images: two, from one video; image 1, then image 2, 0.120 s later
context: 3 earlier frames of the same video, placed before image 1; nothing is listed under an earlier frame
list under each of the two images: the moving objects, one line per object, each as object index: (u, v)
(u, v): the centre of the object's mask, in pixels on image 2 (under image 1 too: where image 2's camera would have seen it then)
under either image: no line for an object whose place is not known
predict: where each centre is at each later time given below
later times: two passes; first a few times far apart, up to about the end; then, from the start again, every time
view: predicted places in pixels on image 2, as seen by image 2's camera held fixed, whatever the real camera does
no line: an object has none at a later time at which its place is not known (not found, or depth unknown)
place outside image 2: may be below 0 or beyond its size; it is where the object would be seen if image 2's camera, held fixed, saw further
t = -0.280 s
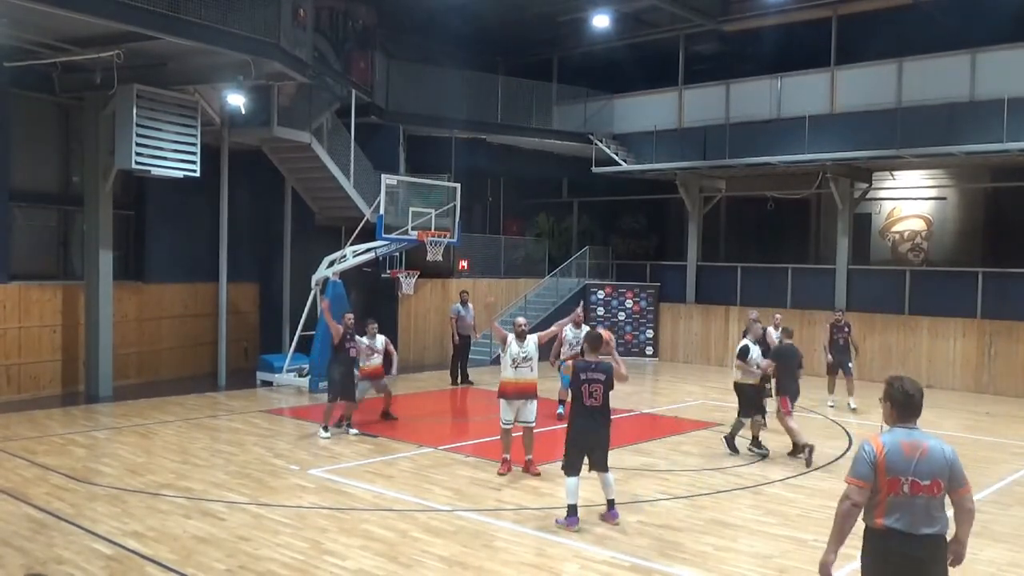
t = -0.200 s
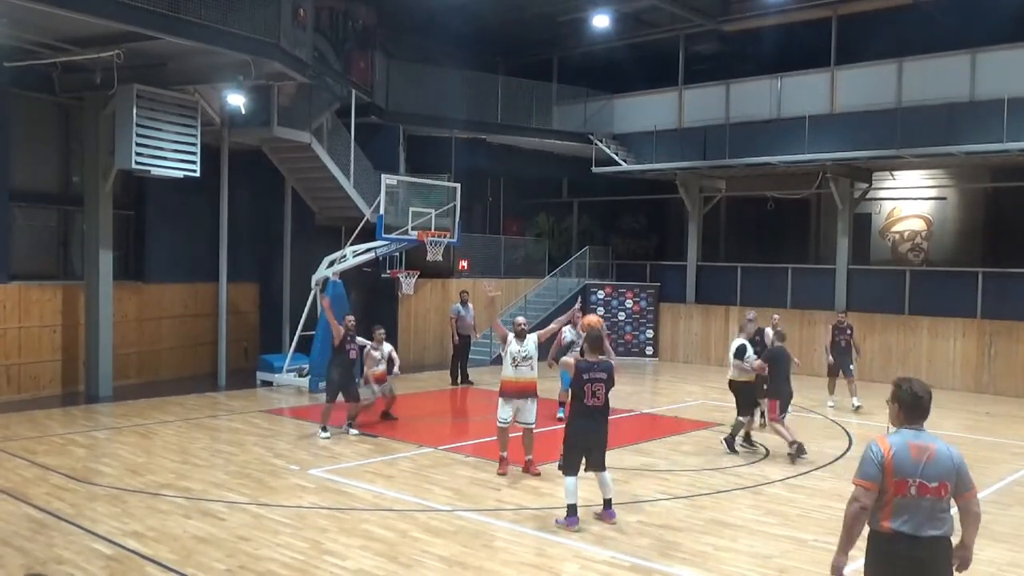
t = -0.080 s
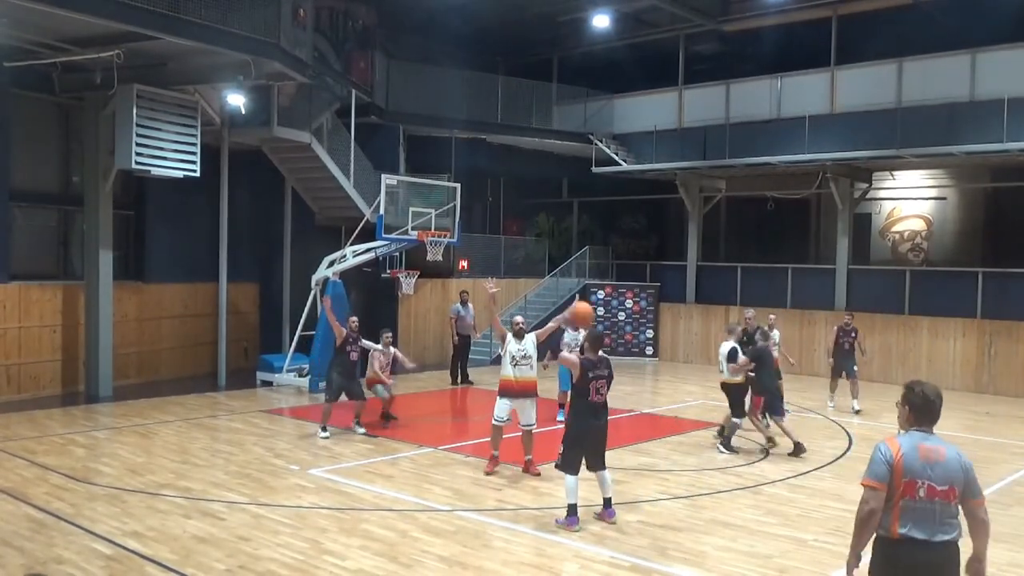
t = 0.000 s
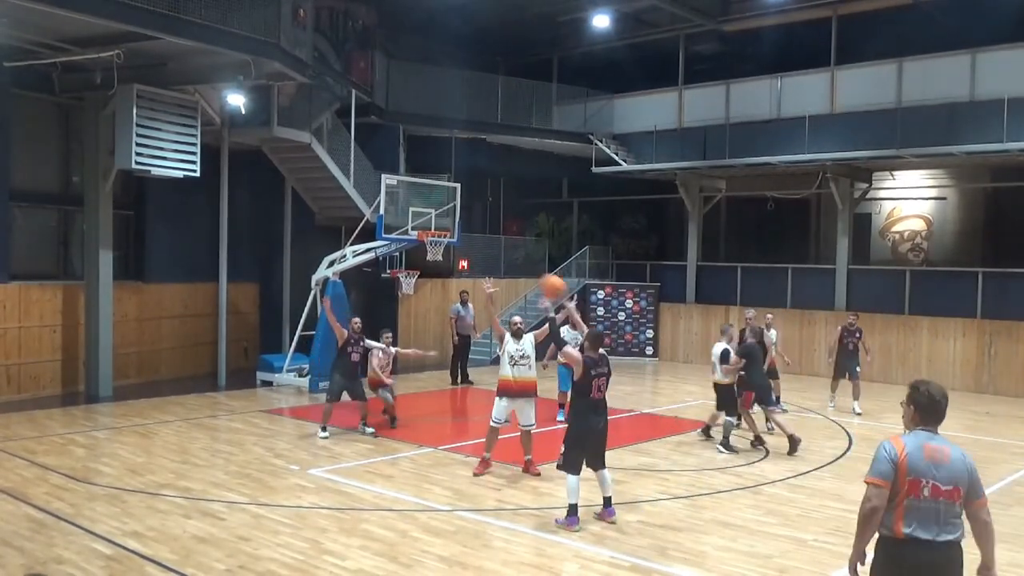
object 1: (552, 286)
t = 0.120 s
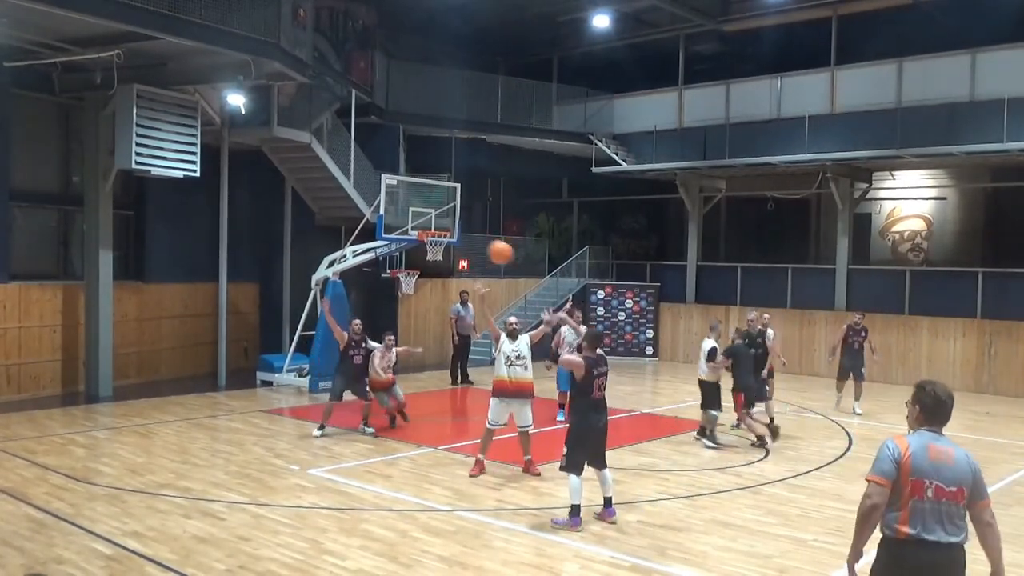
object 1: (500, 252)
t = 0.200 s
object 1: (468, 238)
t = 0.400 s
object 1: (398, 230)
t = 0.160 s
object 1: (484, 245)
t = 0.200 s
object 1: (468, 238)
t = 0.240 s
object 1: (454, 234)
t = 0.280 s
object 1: (439, 229)
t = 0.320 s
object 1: (424, 228)
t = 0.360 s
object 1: (411, 229)
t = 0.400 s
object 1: (398, 230)
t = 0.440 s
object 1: (385, 232)
